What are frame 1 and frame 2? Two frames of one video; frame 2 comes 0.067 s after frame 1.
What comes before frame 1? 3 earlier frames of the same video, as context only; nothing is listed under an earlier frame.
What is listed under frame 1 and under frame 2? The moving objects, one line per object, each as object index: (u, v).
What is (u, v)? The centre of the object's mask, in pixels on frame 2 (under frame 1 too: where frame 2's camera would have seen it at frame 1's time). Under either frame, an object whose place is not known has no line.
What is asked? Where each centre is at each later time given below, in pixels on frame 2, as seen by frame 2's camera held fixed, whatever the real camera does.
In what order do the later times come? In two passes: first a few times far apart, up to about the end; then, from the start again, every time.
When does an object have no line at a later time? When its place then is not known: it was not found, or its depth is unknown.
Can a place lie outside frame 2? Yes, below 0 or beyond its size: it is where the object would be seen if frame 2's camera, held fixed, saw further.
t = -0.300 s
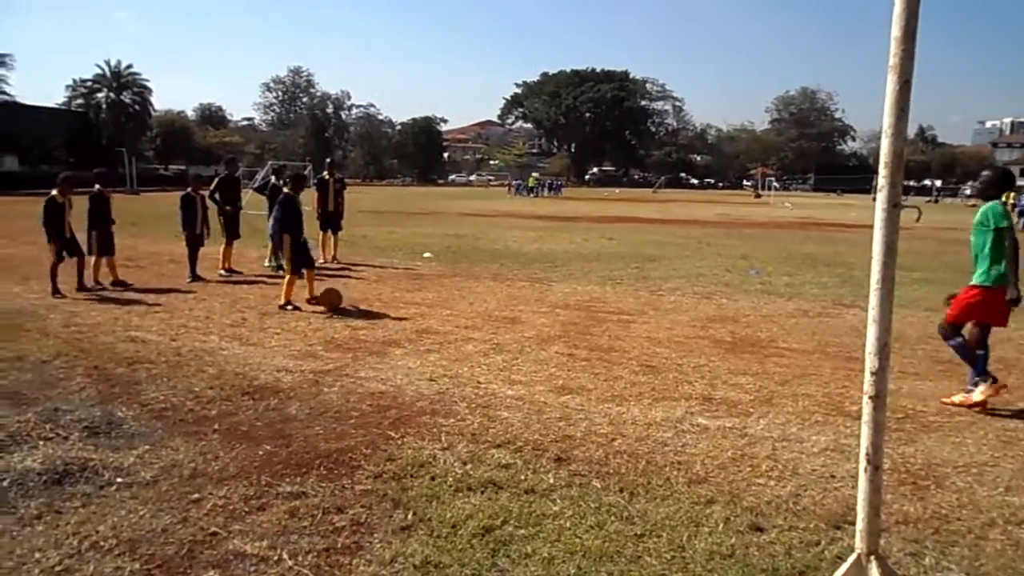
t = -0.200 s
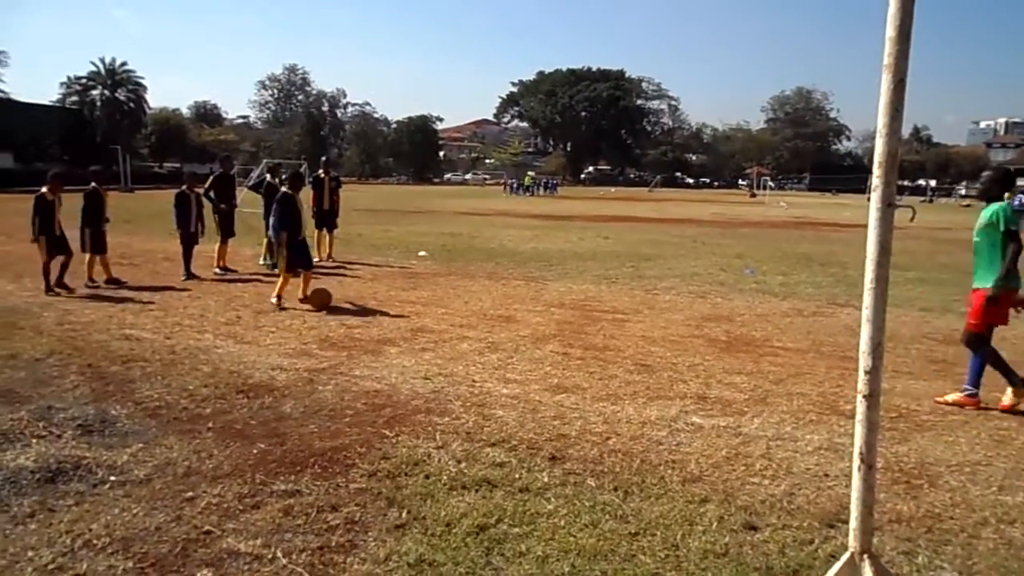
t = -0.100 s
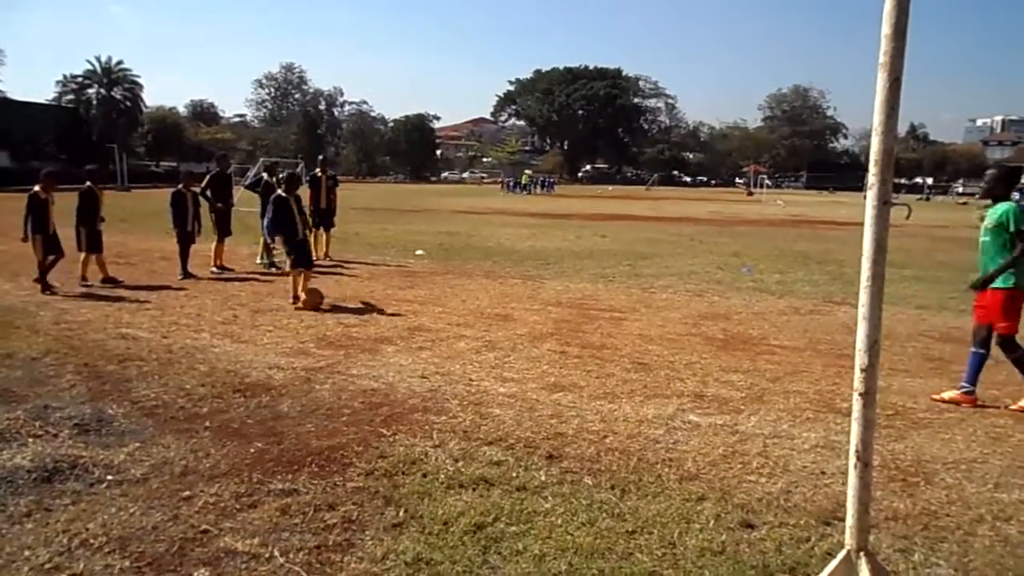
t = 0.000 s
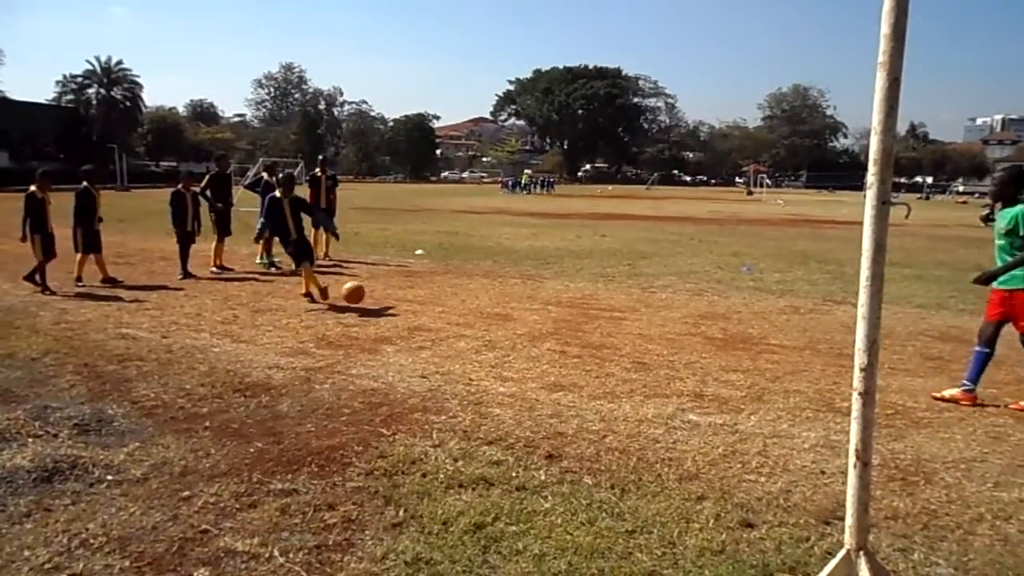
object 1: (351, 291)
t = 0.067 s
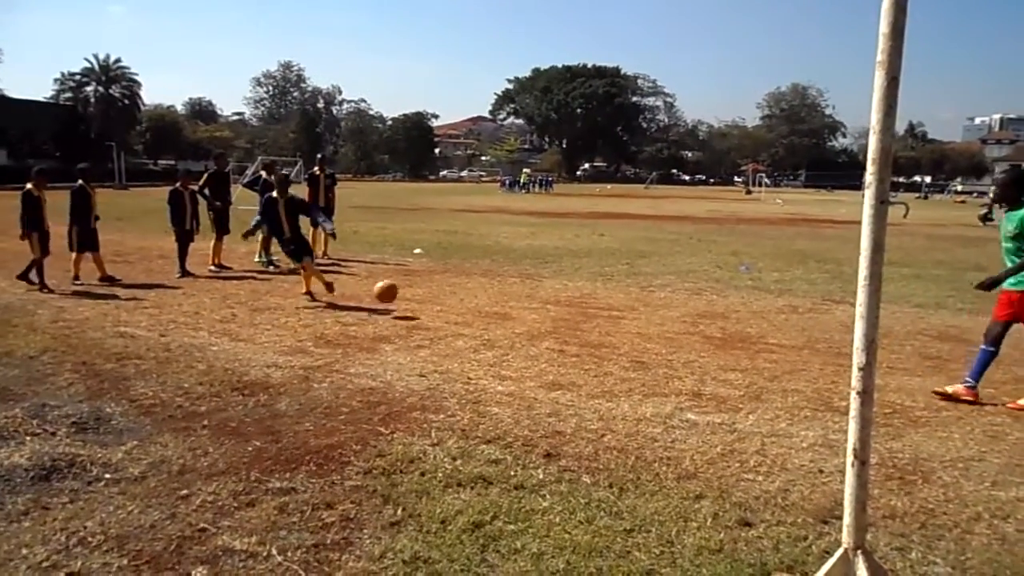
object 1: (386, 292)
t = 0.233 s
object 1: (477, 313)
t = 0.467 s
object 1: (571, 317)
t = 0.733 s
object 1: (662, 329)
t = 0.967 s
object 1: (743, 340)
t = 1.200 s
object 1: (829, 353)
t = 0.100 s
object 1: (404, 293)
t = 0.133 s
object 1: (422, 296)
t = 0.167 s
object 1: (440, 300)
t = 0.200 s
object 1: (458, 306)
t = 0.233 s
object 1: (477, 313)
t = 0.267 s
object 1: (493, 315)
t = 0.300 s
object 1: (505, 312)
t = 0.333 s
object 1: (518, 310)
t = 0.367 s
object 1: (531, 310)
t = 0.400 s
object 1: (544, 310)
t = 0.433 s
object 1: (558, 313)
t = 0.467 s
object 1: (571, 317)
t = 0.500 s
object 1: (583, 322)
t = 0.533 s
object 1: (595, 325)
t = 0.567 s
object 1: (606, 322)
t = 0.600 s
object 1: (617, 320)
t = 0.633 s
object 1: (628, 321)
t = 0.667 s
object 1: (639, 322)
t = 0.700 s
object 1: (650, 325)
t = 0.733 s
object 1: (662, 329)
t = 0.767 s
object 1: (673, 334)
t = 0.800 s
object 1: (683, 333)
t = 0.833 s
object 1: (695, 331)
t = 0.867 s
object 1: (707, 331)
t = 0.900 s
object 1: (719, 332)
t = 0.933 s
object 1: (731, 336)
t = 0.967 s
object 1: (743, 340)
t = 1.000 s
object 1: (754, 344)
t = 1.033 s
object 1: (767, 343)
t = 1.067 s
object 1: (779, 343)
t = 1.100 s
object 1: (791, 345)
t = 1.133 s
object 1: (804, 347)
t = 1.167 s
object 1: (816, 351)
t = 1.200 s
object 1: (829, 353)
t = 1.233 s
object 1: (838, 353)
